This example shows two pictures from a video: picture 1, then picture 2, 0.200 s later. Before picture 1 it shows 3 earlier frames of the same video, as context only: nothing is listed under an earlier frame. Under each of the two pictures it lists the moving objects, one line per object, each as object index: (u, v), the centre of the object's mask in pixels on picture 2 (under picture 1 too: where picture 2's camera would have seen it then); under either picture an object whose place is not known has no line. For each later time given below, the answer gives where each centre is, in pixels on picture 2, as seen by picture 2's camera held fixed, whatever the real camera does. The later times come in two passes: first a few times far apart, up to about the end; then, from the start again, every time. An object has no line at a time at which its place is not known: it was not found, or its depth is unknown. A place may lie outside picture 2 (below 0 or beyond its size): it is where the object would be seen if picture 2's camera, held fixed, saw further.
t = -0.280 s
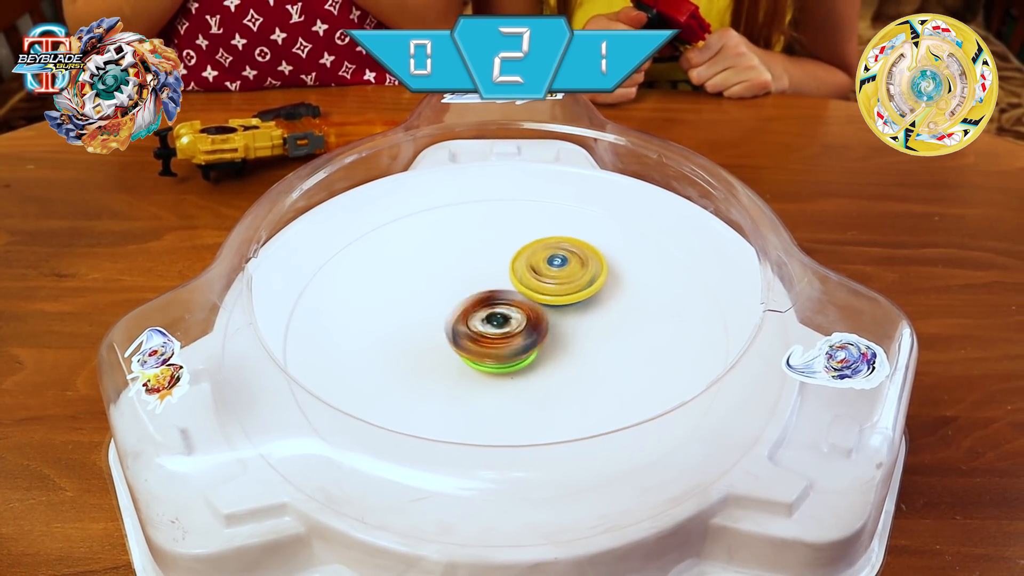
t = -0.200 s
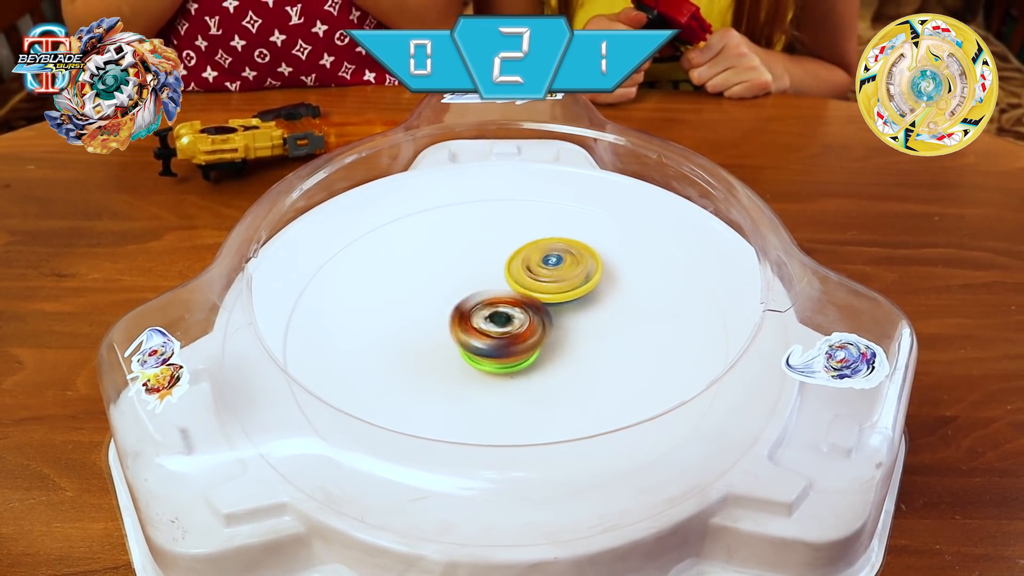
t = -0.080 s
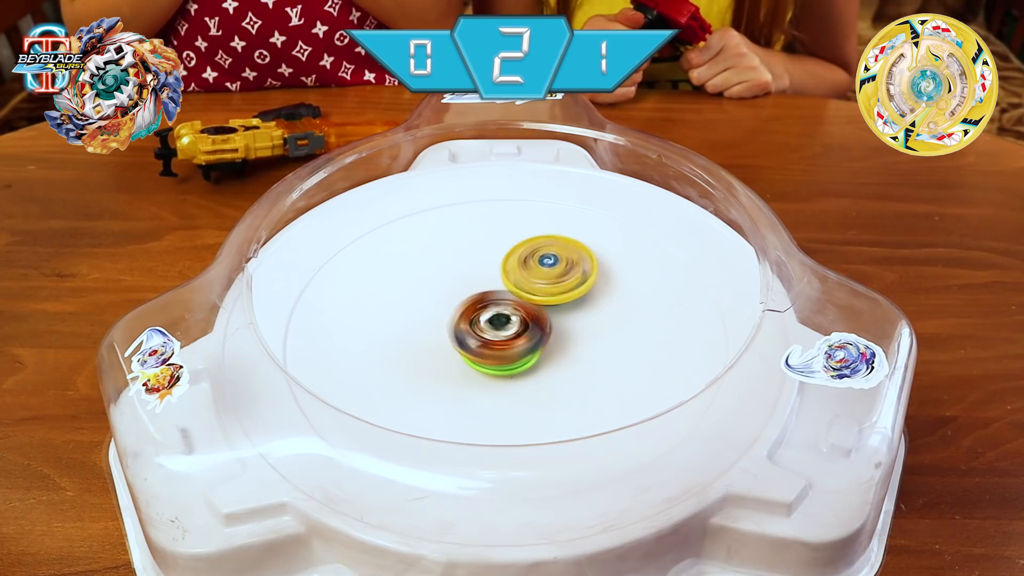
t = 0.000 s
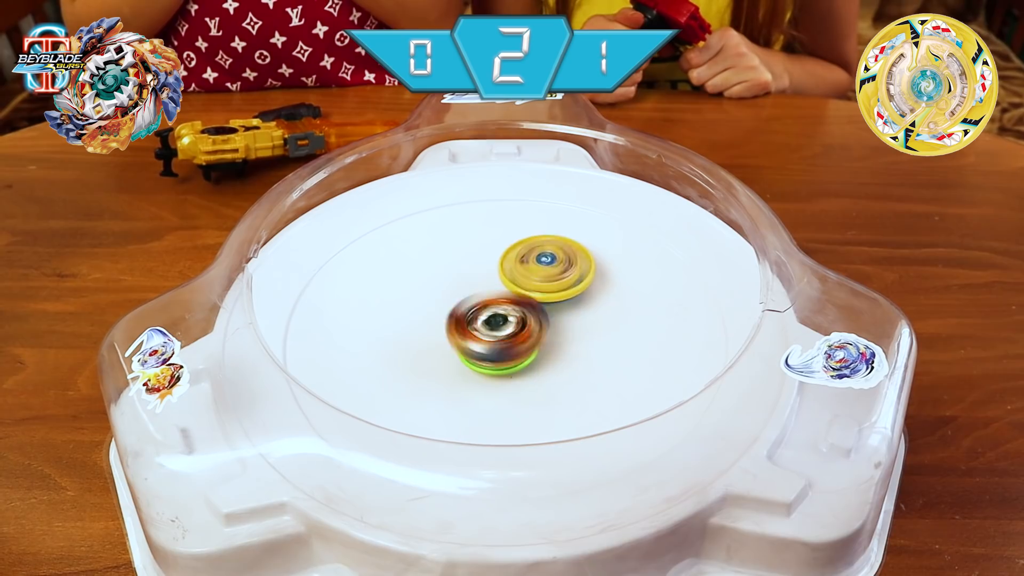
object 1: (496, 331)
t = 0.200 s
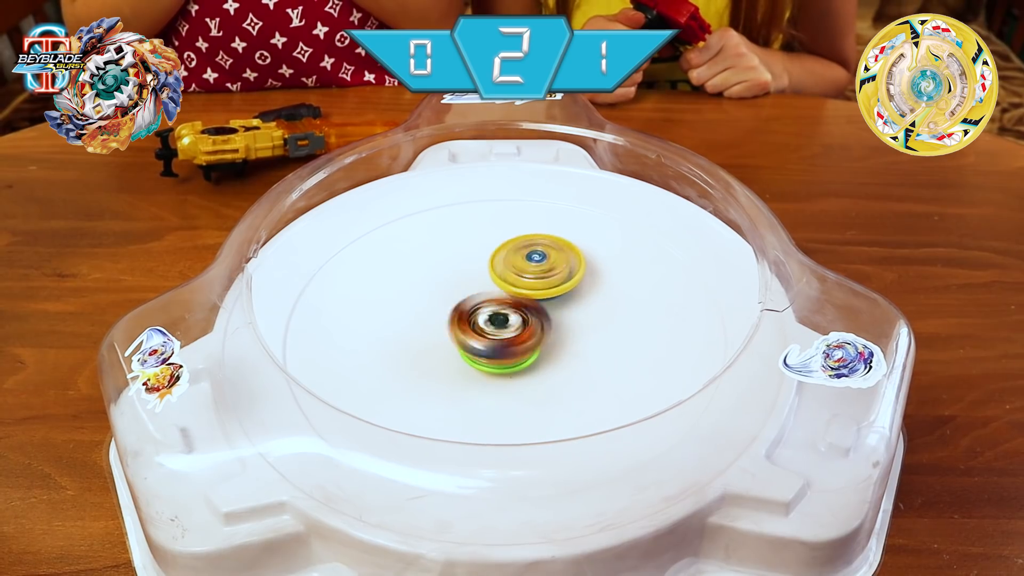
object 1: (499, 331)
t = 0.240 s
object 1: (497, 331)
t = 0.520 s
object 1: (499, 332)
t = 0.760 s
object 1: (505, 334)
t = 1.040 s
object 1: (508, 335)
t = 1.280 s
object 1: (509, 335)
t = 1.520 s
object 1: (511, 334)
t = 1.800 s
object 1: (512, 336)
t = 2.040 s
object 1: (511, 334)
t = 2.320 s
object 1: (519, 336)
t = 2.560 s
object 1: (524, 336)
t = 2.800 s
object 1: (528, 334)
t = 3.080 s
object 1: (532, 331)
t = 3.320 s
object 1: (538, 333)
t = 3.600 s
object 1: (536, 332)
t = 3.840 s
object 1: (527, 332)
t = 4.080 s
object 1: (524, 335)
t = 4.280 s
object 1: (522, 335)
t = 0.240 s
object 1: (497, 331)
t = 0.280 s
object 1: (497, 332)
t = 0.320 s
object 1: (498, 332)
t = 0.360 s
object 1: (499, 332)
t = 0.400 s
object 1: (499, 333)
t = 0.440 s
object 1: (501, 334)
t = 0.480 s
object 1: (500, 332)
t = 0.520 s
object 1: (499, 332)
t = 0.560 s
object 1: (501, 332)
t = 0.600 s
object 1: (502, 332)
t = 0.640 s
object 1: (501, 331)
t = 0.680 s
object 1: (501, 333)
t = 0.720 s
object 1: (503, 335)
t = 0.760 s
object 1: (505, 334)
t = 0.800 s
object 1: (504, 333)
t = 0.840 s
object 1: (504, 334)
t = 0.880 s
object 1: (504, 334)
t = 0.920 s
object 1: (504, 334)
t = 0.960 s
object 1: (505, 334)
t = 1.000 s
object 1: (507, 335)
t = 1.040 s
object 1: (508, 335)
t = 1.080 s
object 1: (506, 336)
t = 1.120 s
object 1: (508, 337)
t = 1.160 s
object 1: (509, 336)
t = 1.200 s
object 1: (508, 336)
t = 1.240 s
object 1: (508, 336)
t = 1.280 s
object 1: (509, 335)
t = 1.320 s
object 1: (509, 335)
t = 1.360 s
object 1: (509, 335)
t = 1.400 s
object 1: (510, 334)
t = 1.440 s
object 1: (511, 335)
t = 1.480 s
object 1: (514, 335)
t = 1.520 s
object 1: (511, 334)
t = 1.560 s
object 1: (508, 335)
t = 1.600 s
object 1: (510, 335)
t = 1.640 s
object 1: (511, 335)
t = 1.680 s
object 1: (512, 334)
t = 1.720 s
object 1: (511, 334)
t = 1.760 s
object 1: (510, 336)
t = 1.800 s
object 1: (512, 336)
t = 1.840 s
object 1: (512, 335)
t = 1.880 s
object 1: (509, 335)
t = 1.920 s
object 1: (510, 335)
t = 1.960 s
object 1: (511, 335)
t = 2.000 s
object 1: (511, 335)
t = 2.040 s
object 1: (511, 334)
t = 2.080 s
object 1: (513, 335)
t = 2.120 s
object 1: (515, 335)
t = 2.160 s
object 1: (517, 336)
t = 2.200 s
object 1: (517, 336)
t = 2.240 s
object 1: (516, 337)
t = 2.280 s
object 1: (517, 337)
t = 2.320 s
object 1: (519, 336)
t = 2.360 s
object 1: (518, 336)
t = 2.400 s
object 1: (518, 337)
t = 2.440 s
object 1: (519, 336)
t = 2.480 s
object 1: (522, 336)
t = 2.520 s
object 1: (524, 336)
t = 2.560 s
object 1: (524, 336)
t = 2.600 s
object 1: (525, 336)
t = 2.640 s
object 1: (524, 335)
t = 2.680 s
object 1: (525, 334)
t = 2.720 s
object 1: (525, 334)
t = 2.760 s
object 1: (526, 334)
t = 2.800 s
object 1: (528, 334)
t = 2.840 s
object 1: (530, 332)
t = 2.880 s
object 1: (530, 332)
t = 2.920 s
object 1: (529, 332)
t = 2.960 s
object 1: (529, 333)
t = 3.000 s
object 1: (533, 334)
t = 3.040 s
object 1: (534, 332)
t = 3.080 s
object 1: (532, 331)
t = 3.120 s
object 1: (533, 332)
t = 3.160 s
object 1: (533, 331)
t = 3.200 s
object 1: (532, 332)
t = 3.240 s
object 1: (535, 331)
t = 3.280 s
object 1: (536, 330)
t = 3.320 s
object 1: (538, 333)
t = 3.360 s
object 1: (541, 332)
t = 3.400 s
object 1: (539, 332)
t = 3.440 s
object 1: (536, 332)
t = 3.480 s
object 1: (538, 333)
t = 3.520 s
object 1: (538, 332)
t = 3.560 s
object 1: (536, 332)
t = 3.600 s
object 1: (536, 332)
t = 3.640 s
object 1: (534, 332)
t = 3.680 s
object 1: (534, 331)
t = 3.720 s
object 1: (532, 330)
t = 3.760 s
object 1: (529, 332)
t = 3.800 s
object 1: (528, 332)
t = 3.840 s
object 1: (527, 332)
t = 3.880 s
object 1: (527, 332)
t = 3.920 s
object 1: (525, 332)
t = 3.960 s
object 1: (525, 334)
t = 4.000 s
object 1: (527, 334)
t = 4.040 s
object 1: (526, 334)
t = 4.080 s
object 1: (524, 335)
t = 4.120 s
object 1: (523, 335)
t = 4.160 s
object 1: (524, 336)
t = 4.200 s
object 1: (523, 335)
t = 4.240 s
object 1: (521, 335)
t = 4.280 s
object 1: (522, 335)
